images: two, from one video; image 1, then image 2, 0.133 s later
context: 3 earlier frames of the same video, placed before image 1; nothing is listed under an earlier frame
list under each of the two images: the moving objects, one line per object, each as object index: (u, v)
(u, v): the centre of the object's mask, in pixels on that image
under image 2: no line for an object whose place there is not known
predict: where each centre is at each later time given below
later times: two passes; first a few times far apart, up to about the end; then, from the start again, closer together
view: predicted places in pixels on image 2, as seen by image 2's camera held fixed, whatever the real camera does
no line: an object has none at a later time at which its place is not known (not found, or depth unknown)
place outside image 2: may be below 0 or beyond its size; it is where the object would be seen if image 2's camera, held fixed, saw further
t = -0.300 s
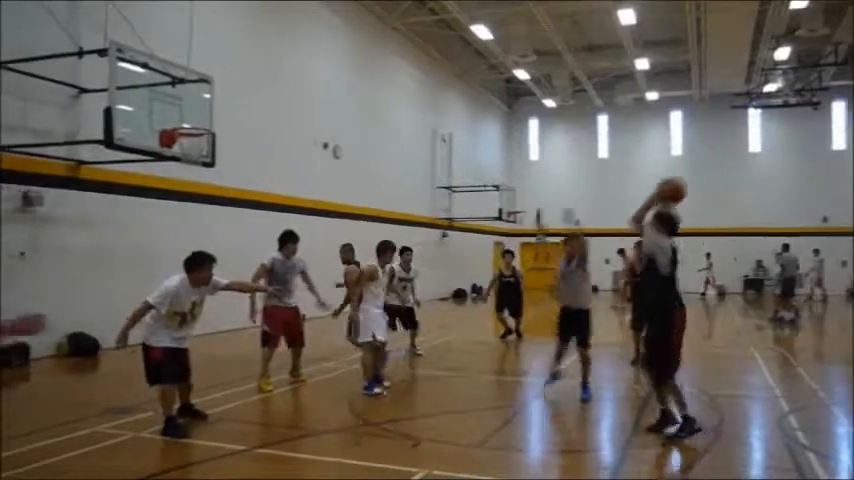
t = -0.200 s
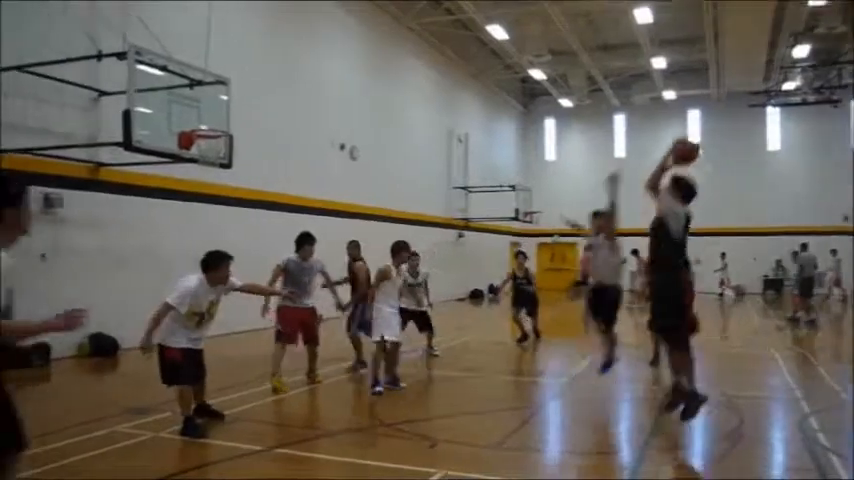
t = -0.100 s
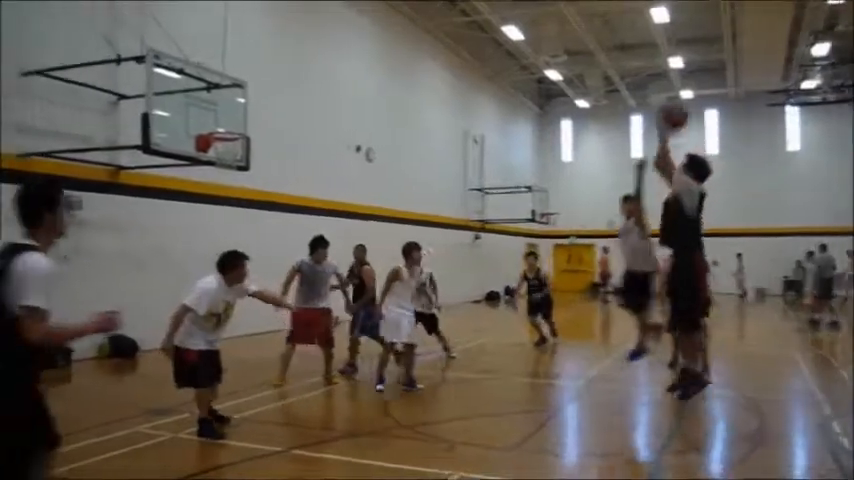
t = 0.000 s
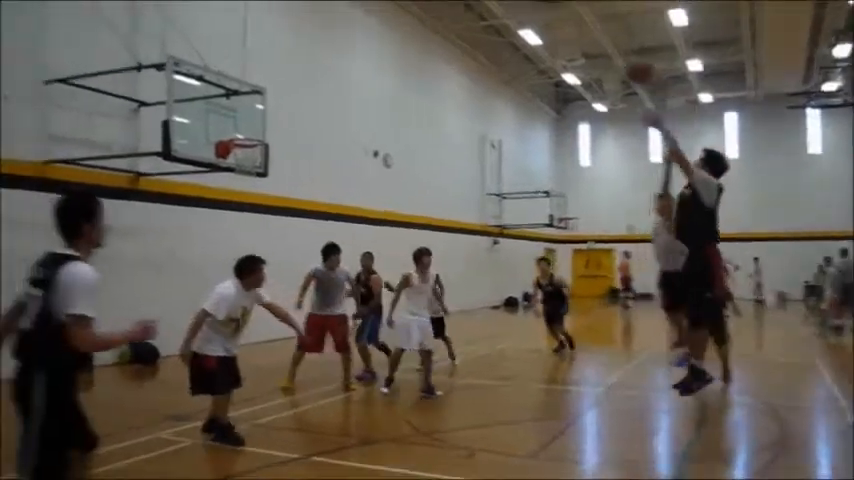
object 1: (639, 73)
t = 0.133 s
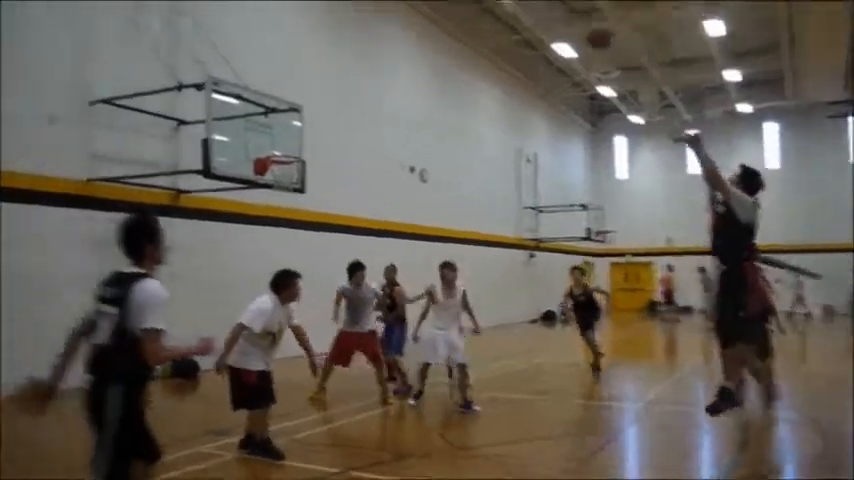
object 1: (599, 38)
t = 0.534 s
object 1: (421, 21)
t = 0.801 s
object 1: (335, 80)
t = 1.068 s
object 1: (295, 169)
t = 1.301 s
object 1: (296, 190)
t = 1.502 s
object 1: (291, 238)
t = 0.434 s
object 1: (460, 12)
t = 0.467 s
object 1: (447, 15)
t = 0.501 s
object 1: (434, 18)
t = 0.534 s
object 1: (421, 21)
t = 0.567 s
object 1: (410, 25)
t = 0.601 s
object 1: (398, 31)
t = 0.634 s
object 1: (388, 37)
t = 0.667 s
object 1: (378, 45)
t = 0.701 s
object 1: (366, 53)
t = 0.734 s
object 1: (355, 61)
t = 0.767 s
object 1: (345, 71)
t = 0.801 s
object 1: (335, 80)
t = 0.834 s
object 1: (325, 91)
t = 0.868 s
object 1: (314, 102)
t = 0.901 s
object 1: (306, 115)
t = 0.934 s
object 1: (296, 126)
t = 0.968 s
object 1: (287, 140)
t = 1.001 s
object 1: (277, 155)
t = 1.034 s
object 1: (282, 164)
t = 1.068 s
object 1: (295, 169)
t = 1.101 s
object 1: (296, 172)
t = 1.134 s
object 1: (297, 173)
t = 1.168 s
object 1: (297, 174)
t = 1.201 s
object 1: (298, 178)
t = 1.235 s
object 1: (298, 182)
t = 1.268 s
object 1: (297, 184)
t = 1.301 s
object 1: (296, 190)
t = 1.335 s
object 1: (295, 196)
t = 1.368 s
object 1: (294, 203)
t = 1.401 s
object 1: (293, 210)
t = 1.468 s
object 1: (292, 229)
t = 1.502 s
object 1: (291, 238)
